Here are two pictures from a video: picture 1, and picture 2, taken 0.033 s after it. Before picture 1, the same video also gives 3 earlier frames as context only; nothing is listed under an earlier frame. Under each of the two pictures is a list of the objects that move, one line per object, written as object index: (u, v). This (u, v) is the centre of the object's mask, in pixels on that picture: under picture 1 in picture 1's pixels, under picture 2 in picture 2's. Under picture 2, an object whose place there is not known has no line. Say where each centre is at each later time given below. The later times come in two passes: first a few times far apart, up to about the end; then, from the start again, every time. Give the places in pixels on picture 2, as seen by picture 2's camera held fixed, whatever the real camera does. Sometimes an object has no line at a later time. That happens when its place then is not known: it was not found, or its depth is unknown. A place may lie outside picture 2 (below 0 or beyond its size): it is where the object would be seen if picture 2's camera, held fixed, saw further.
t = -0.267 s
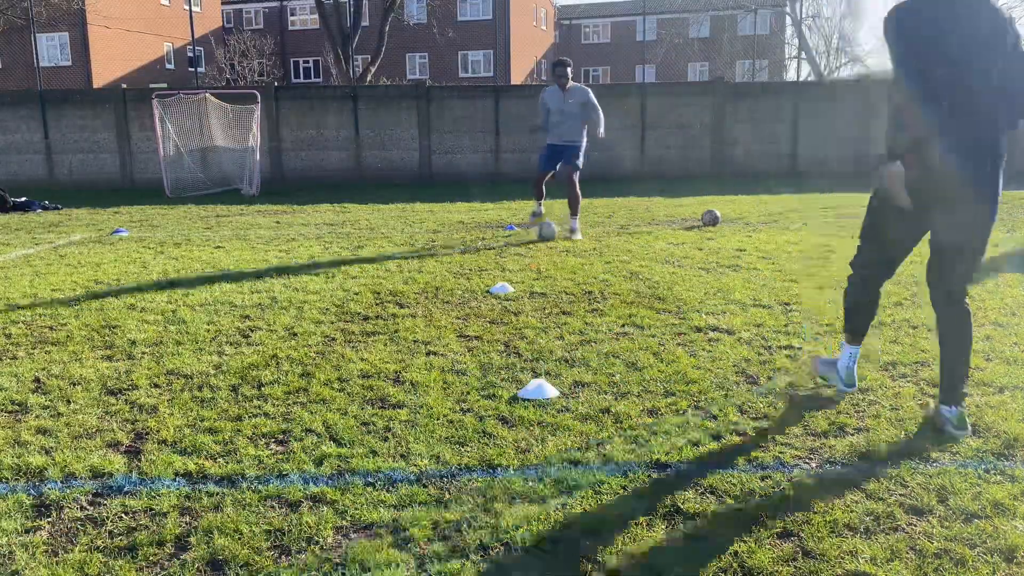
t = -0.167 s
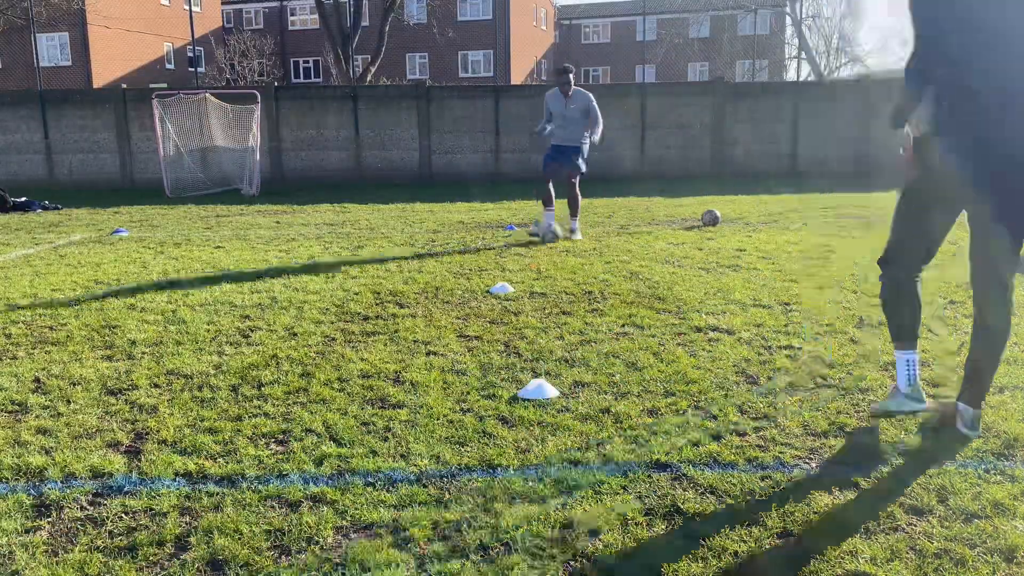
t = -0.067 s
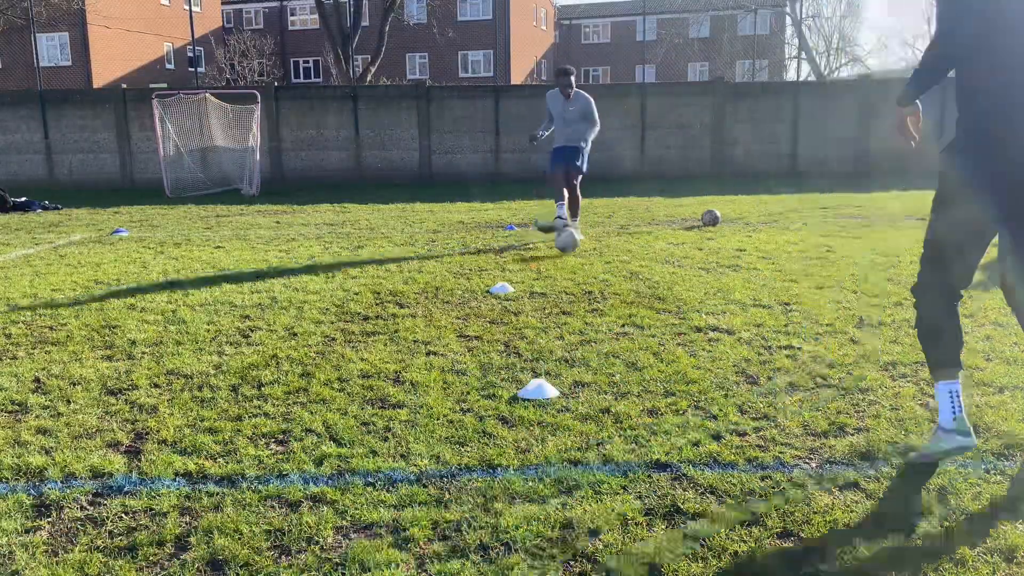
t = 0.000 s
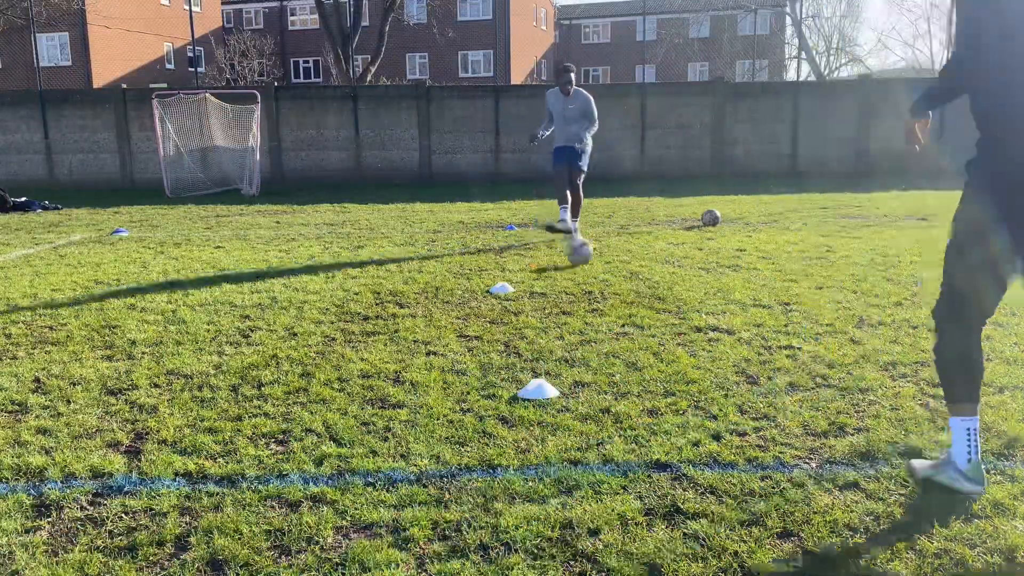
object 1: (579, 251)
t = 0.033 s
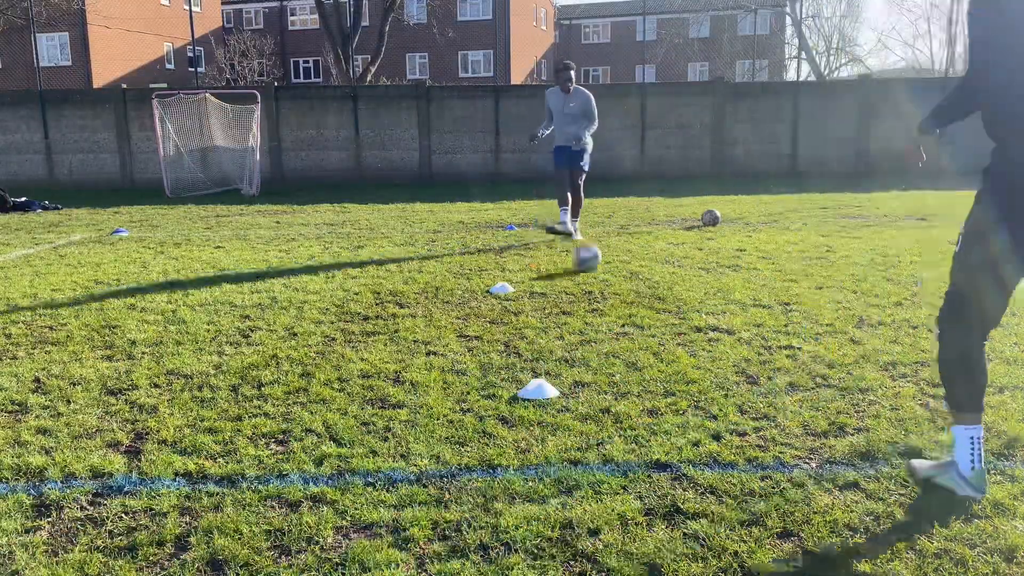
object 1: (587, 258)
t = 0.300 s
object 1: (668, 300)
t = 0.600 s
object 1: (892, 481)
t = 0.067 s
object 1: (594, 256)
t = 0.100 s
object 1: (602, 256)
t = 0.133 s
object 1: (611, 257)
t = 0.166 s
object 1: (620, 260)
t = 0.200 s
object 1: (630, 265)
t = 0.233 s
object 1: (641, 274)
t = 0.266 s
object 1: (654, 285)
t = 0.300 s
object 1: (668, 300)
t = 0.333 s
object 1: (683, 319)
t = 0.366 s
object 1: (701, 343)
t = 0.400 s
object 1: (719, 354)
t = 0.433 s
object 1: (740, 364)
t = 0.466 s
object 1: (764, 379)
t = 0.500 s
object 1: (790, 398)
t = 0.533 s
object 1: (821, 424)
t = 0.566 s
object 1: (856, 456)
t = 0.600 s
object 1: (892, 481)
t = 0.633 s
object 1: (933, 507)
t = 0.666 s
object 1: (976, 534)
